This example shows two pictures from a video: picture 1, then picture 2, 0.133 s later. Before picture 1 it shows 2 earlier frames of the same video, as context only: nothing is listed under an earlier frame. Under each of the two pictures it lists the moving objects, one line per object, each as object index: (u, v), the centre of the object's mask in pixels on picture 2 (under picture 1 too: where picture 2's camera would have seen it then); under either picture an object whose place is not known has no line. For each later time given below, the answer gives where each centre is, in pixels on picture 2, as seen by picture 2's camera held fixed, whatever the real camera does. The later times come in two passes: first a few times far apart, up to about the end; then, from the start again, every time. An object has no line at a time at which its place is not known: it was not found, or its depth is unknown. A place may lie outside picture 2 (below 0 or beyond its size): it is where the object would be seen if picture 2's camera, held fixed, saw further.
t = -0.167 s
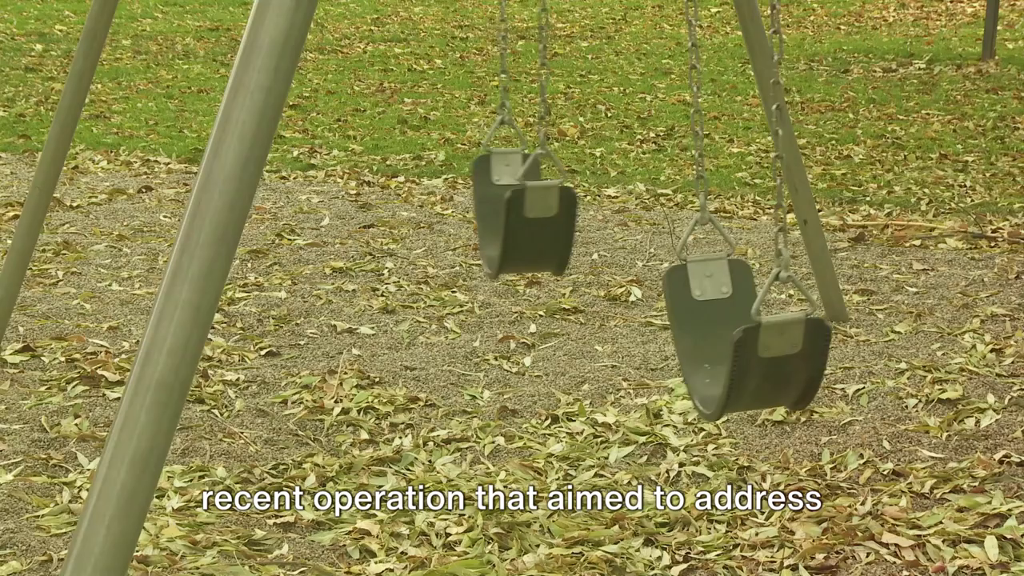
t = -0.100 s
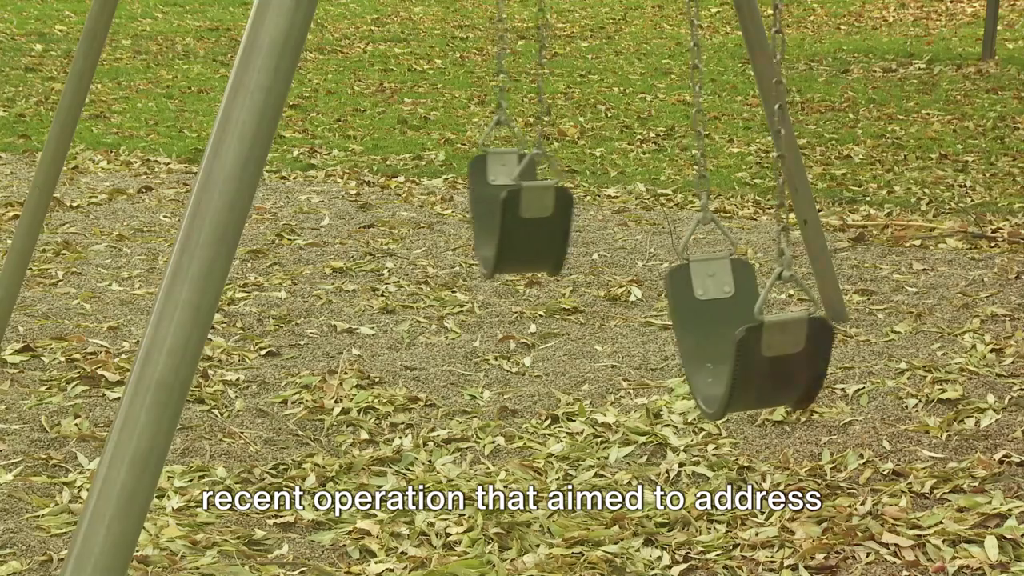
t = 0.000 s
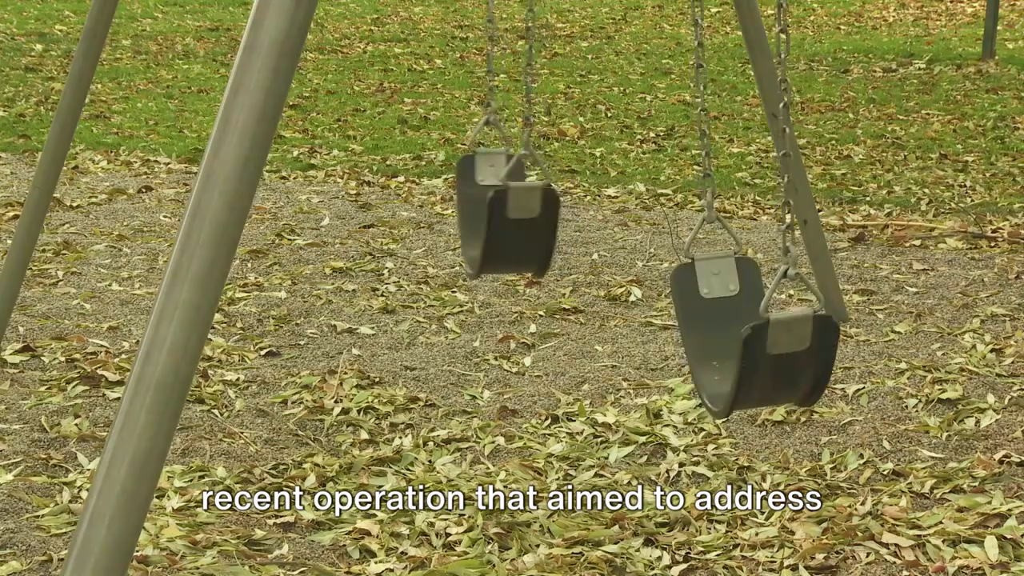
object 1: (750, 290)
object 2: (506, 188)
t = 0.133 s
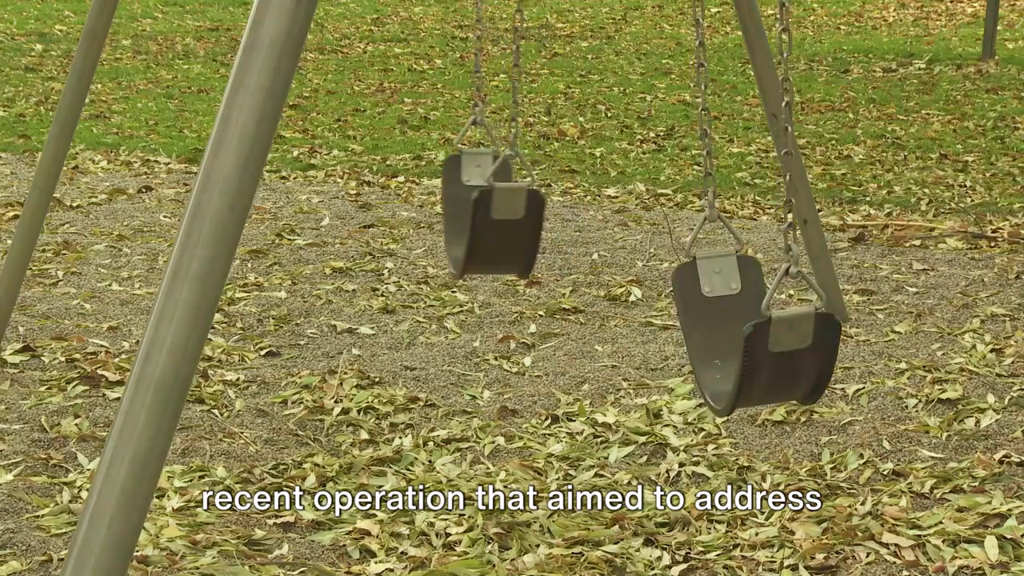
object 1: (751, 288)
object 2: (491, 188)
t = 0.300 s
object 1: (745, 287)
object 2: (478, 189)
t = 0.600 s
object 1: (714, 295)
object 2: (473, 189)
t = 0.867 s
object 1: (676, 296)
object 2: (489, 192)
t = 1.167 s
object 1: (640, 299)
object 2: (526, 203)
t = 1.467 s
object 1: (625, 300)
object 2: (550, 181)
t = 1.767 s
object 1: (642, 308)
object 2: (573, 183)
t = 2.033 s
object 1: (672, 306)
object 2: (571, 187)
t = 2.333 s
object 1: (717, 306)
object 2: (549, 203)
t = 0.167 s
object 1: (751, 288)
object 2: (490, 201)
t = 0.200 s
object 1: (750, 290)
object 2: (486, 202)
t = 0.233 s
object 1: (749, 289)
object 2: (484, 202)
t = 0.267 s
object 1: (747, 288)
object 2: (480, 191)
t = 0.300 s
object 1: (745, 287)
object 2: (478, 189)
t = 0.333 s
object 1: (743, 290)
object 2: (476, 188)
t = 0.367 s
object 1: (740, 288)
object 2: (474, 189)
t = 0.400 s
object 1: (736, 289)
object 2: (473, 189)
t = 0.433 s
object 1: (734, 291)
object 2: (472, 188)
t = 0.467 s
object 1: (731, 290)
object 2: (472, 188)
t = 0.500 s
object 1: (727, 293)
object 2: (472, 188)
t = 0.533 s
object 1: (720, 292)
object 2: (472, 189)
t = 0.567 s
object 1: (718, 290)
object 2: (472, 188)
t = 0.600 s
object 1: (714, 295)
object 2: (473, 189)
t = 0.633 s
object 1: (707, 295)
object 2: (474, 190)
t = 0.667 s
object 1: (704, 306)
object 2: (475, 190)
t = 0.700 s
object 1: (699, 295)
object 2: (477, 190)
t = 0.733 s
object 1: (695, 295)
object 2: (478, 190)
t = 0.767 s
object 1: (691, 293)
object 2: (481, 192)
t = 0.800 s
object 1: (686, 295)
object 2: (483, 192)
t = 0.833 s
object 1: (682, 296)
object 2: (486, 191)
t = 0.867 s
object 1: (676, 296)
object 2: (489, 192)
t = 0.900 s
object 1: (672, 294)
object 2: (493, 193)
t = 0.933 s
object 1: (667, 297)
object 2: (496, 190)
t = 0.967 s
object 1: (663, 297)
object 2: (499, 192)
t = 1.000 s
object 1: (658, 298)
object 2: (504, 195)
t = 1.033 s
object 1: (654, 298)
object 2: (509, 204)
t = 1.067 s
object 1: (650, 298)
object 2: (511, 194)
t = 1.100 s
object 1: (646, 298)
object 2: (515, 192)
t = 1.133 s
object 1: (644, 299)
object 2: (519, 191)
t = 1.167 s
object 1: (640, 299)
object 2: (526, 203)
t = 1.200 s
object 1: (637, 299)
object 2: (527, 195)
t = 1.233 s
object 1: (635, 300)
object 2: (531, 192)
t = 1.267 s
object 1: (632, 299)
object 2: (534, 192)
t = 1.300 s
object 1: (630, 299)
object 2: (536, 186)
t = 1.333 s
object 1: (628, 300)
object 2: (543, 201)
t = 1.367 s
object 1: (627, 300)
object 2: (544, 200)
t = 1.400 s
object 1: (626, 299)
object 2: (544, 187)
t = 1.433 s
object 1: (626, 299)
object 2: (547, 185)
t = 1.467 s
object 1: (625, 300)
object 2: (550, 181)
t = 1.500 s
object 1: (626, 300)
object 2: (554, 182)
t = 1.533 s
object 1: (627, 302)
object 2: (557, 182)
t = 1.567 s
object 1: (628, 304)
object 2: (560, 181)
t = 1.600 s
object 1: (629, 301)
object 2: (566, 186)
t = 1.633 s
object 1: (630, 300)
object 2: (566, 185)
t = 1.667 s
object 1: (632, 302)
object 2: (569, 188)
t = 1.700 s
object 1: (636, 305)
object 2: (571, 186)
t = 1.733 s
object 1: (637, 303)
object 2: (573, 186)
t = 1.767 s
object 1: (642, 308)
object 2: (573, 183)
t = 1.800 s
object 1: (644, 304)
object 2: (573, 182)
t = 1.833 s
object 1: (649, 306)
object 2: (574, 183)
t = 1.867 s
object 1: (653, 308)
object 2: (574, 183)
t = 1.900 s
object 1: (655, 307)
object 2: (574, 183)
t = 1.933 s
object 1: (659, 307)
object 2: (573, 183)
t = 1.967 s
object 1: (665, 305)
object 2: (571, 182)
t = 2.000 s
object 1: (670, 308)
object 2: (572, 185)
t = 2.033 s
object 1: (672, 306)
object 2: (571, 187)
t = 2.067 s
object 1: (678, 302)
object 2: (569, 189)
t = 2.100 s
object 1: (684, 307)
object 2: (567, 189)
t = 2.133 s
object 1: (687, 304)
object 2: (565, 187)
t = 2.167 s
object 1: (694, 303)
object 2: (565, 200)
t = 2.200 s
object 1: (696, 306)
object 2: (562, 201)
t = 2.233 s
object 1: (701, 312)
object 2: (558, 191)
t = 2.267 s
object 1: (706, 310)
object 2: (555, 191)
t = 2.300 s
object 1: (713, 306)
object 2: (551, 188)
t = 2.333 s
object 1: (717, 306)
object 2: (549, 203)
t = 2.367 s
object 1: (722, 304)
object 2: (545, 204)
